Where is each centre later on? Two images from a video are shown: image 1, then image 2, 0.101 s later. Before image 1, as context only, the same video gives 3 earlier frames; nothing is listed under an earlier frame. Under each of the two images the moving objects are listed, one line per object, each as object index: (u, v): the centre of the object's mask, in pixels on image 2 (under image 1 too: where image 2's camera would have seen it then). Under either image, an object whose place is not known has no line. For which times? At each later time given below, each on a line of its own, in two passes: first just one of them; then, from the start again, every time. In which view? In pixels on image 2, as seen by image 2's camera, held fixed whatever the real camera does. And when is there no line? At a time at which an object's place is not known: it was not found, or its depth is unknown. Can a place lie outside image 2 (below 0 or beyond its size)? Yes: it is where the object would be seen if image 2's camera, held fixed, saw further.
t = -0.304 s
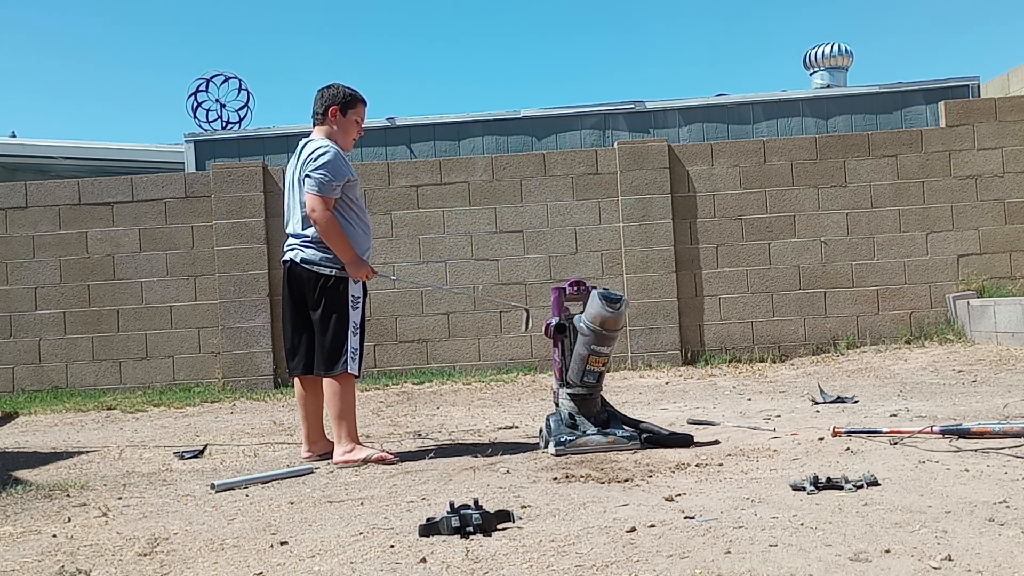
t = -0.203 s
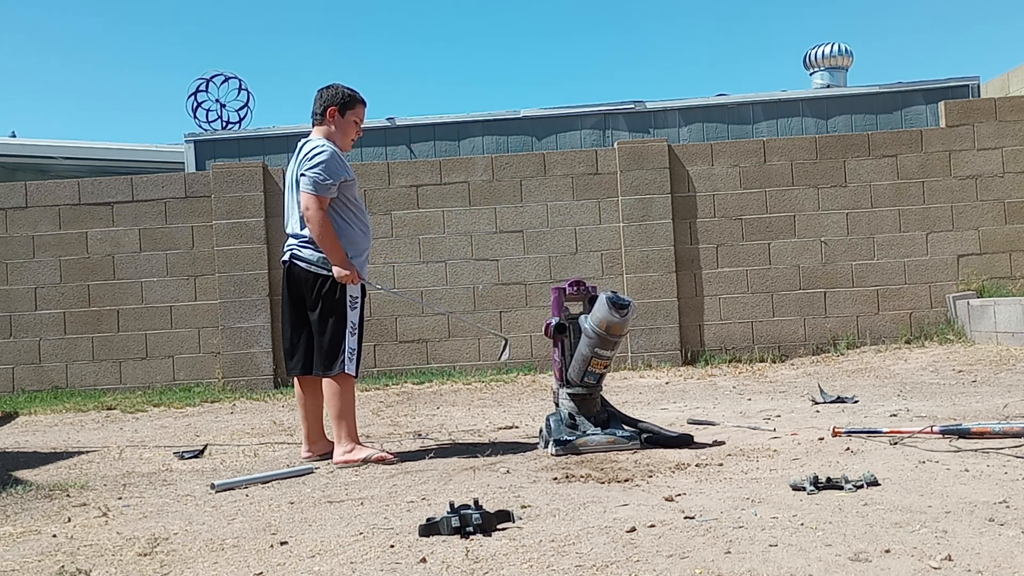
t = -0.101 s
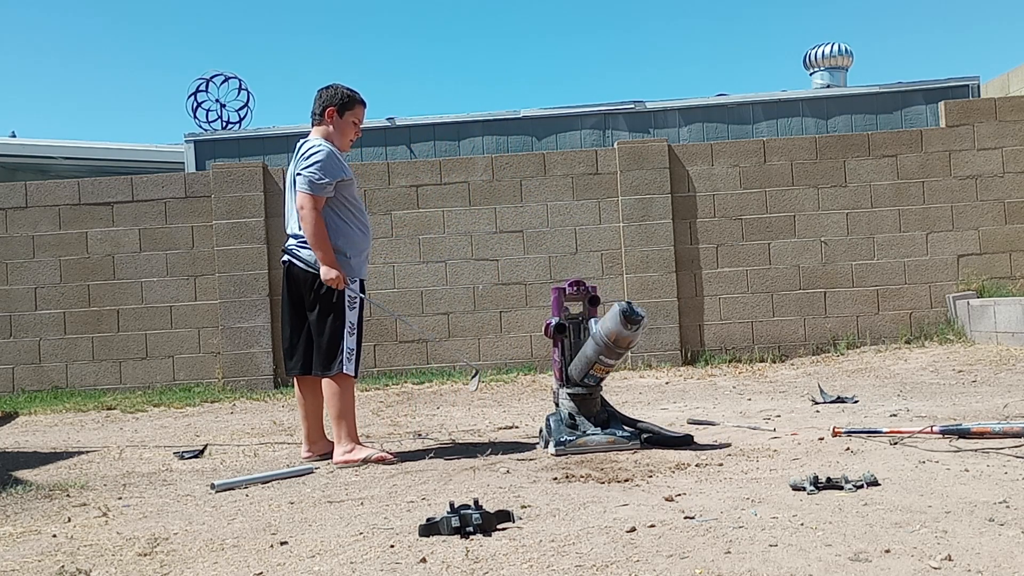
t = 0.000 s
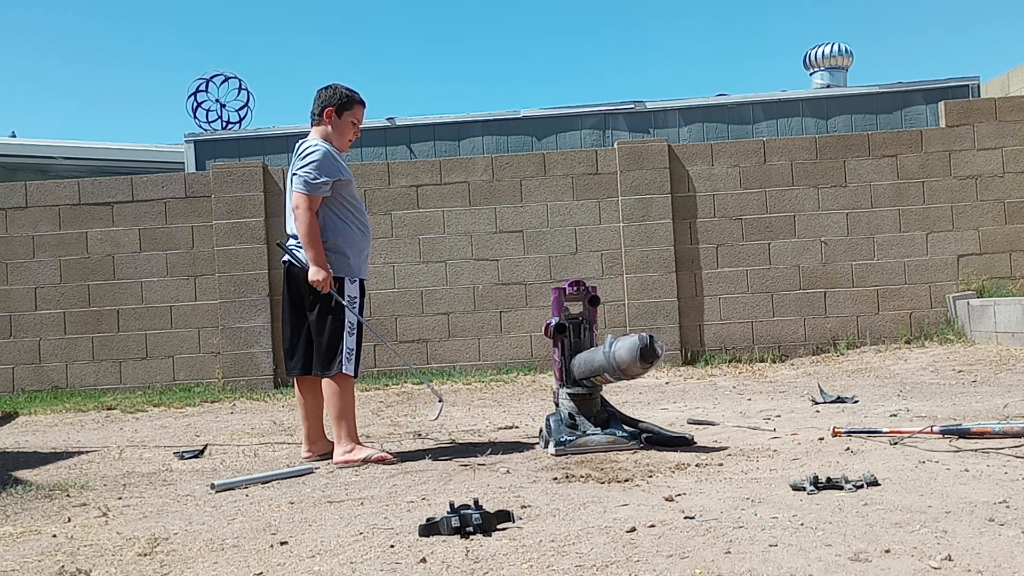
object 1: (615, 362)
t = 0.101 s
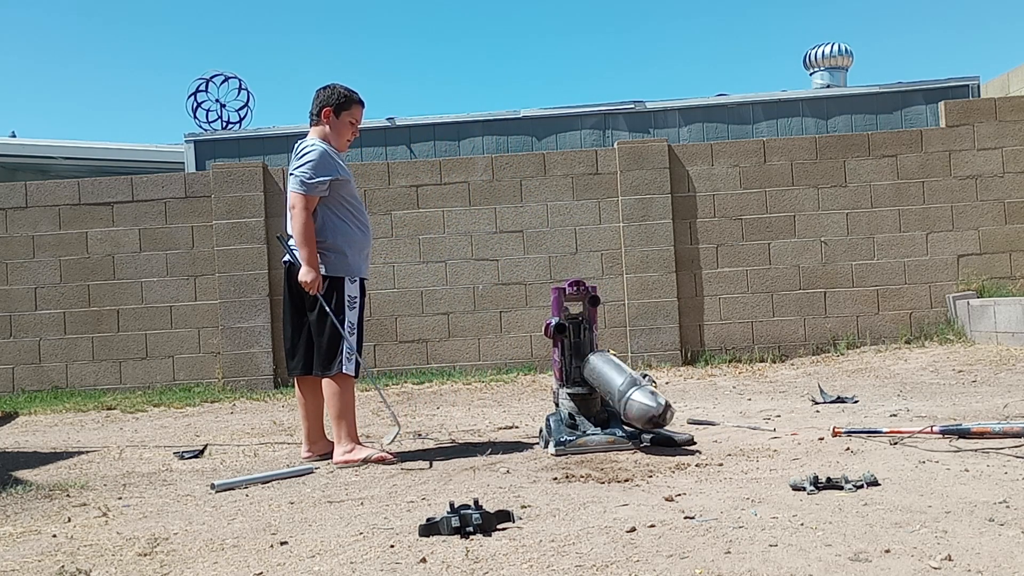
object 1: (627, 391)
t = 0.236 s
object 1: (631, 412)
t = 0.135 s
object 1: (631, 406)
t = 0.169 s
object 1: (631, 410)
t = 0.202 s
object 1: (631, 412)
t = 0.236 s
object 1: (631, 412)
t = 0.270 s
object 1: (631, 414)
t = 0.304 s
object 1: (629, 415)
